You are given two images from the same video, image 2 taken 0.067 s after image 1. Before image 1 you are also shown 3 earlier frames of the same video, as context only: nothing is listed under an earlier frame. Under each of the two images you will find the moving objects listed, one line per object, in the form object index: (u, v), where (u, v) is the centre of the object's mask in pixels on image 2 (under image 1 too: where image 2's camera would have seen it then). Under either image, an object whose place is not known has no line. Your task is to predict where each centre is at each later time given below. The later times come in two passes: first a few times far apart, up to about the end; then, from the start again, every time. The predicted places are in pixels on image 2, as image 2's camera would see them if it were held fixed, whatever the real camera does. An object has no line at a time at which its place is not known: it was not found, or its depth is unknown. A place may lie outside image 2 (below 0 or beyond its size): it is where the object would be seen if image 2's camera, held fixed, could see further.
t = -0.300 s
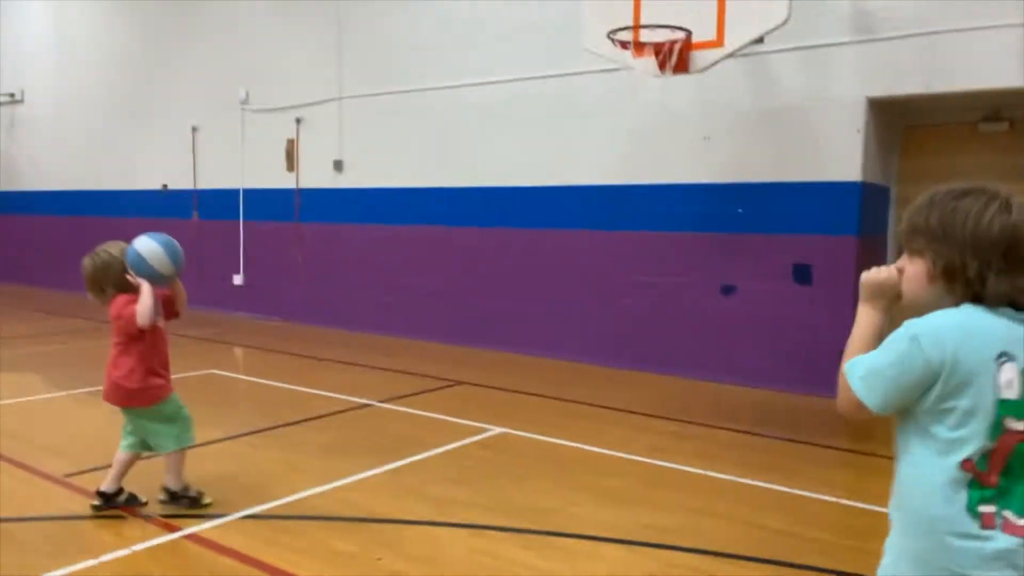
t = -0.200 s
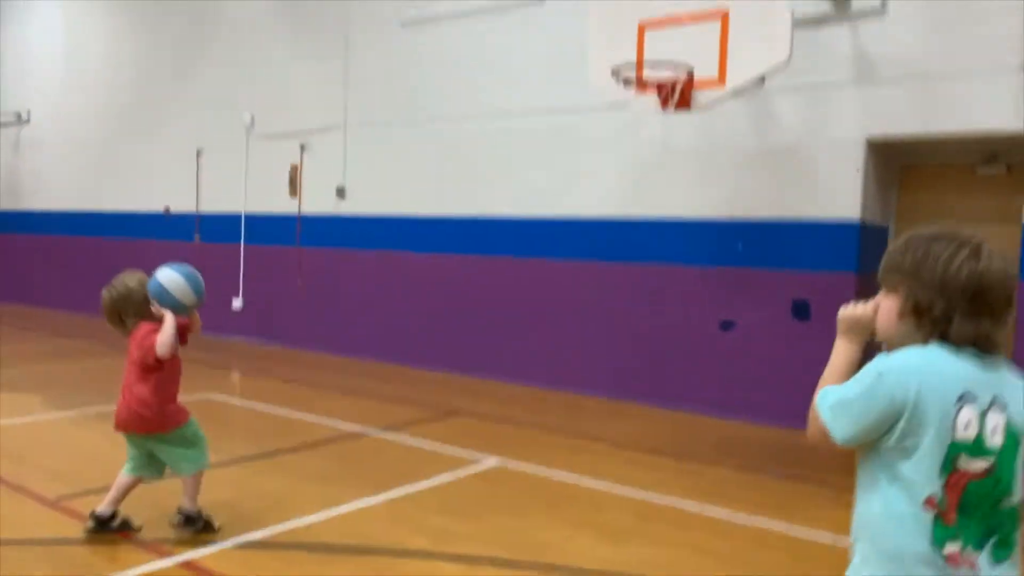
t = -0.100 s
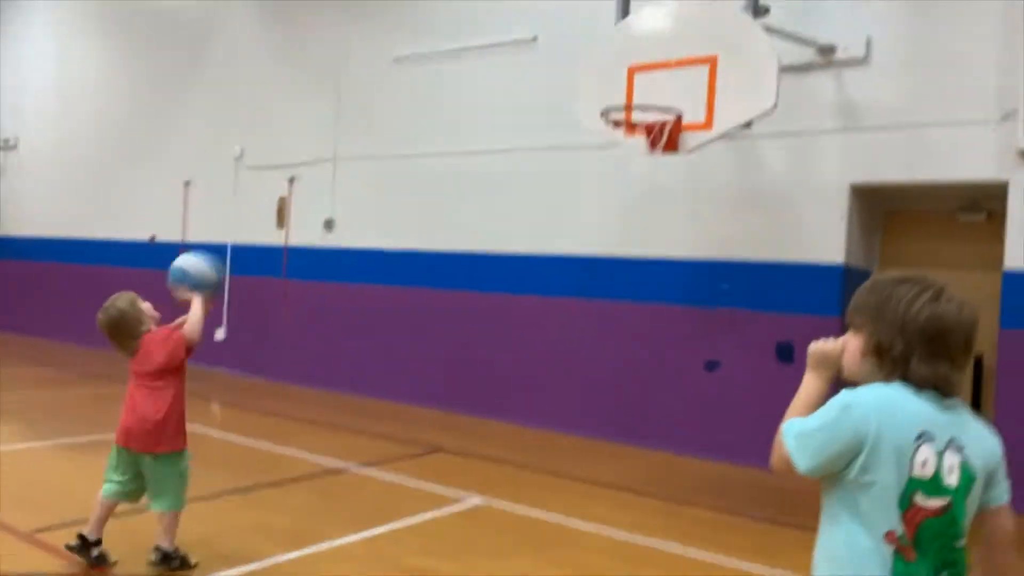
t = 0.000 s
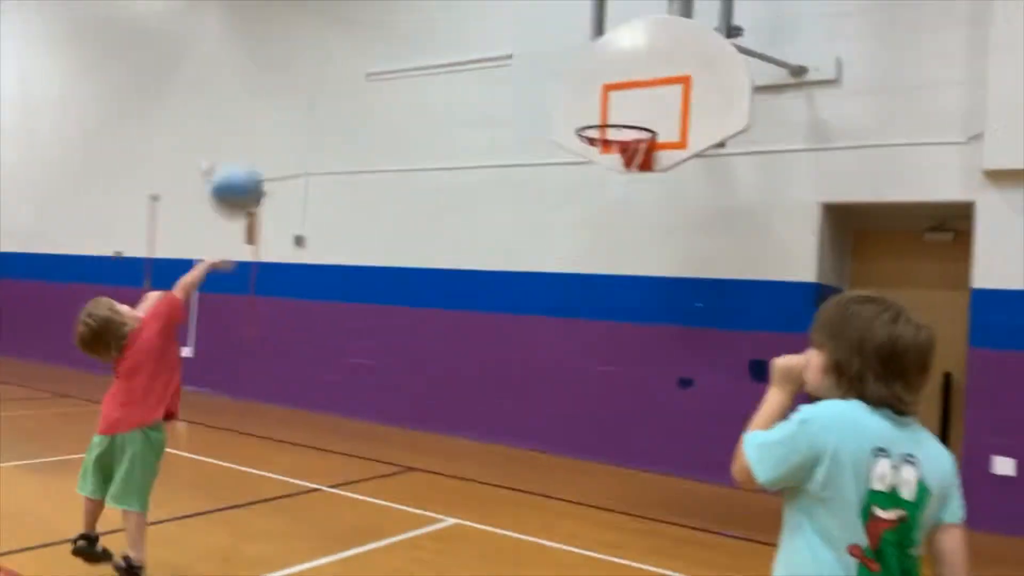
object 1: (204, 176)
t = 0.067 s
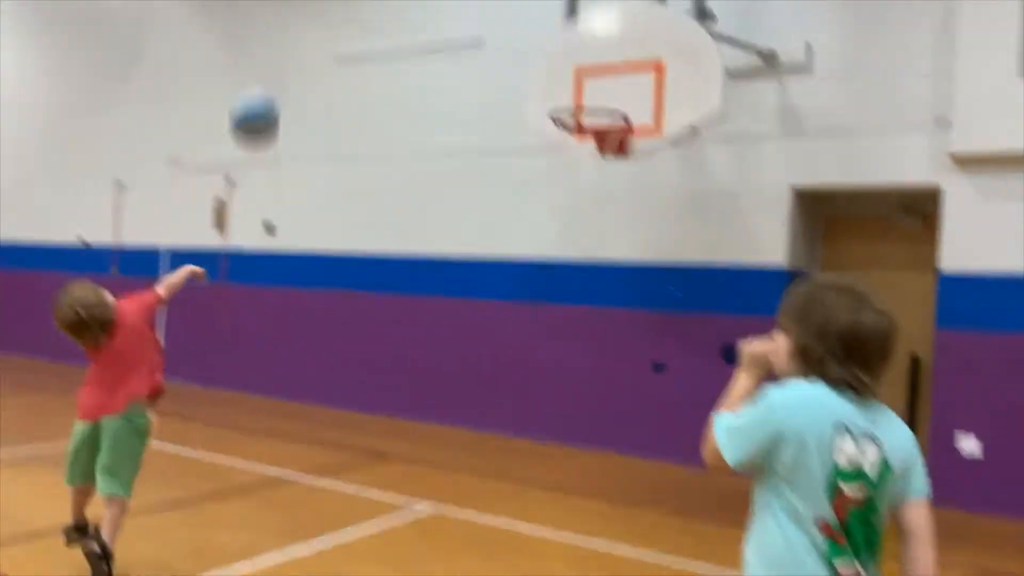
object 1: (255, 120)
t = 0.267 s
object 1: (375, 31)
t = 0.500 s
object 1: (473, 18)
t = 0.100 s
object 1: (278, 94)
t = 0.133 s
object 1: (299, 75)
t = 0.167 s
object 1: (319, 57)
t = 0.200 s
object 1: (339, 47)
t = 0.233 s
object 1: (357, 39)
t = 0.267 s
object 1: (375, 31)
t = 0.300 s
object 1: (391, 23)
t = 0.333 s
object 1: (406, 18)
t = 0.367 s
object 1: (420, 15)
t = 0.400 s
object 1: (435, 13)
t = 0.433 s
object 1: (448, 14)
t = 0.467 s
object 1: (462, 15)
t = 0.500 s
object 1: (473, 18)
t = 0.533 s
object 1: (486, 23)
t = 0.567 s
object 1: (499, 32)
